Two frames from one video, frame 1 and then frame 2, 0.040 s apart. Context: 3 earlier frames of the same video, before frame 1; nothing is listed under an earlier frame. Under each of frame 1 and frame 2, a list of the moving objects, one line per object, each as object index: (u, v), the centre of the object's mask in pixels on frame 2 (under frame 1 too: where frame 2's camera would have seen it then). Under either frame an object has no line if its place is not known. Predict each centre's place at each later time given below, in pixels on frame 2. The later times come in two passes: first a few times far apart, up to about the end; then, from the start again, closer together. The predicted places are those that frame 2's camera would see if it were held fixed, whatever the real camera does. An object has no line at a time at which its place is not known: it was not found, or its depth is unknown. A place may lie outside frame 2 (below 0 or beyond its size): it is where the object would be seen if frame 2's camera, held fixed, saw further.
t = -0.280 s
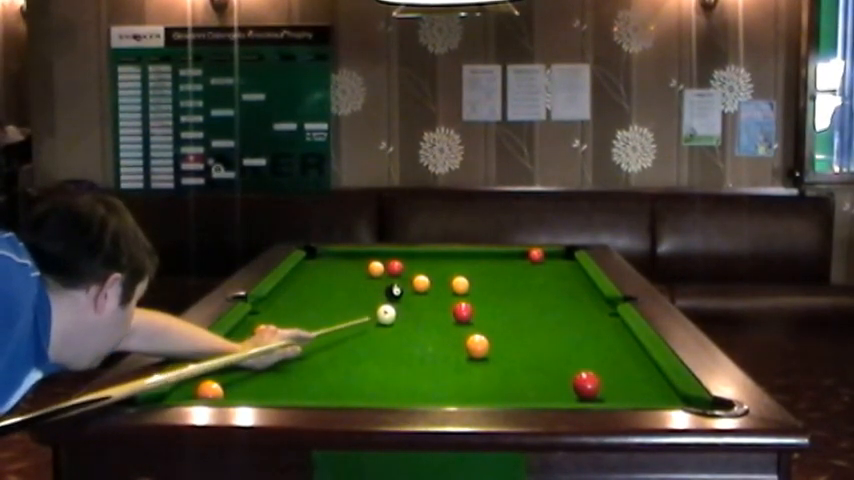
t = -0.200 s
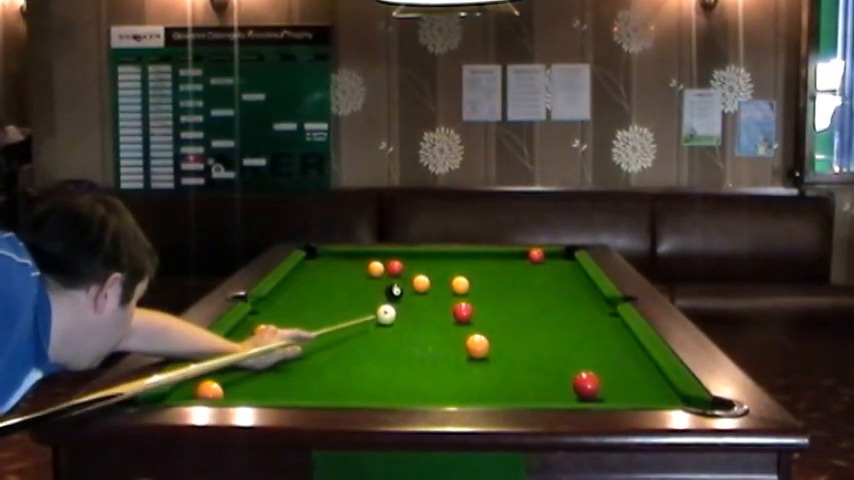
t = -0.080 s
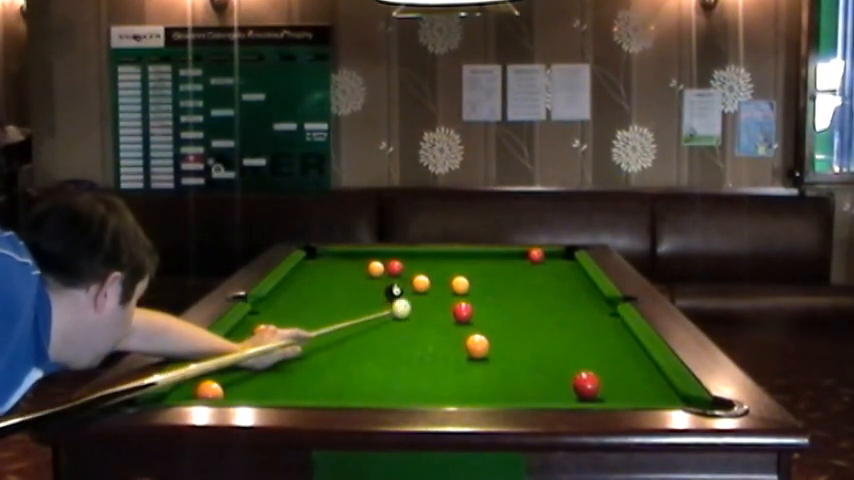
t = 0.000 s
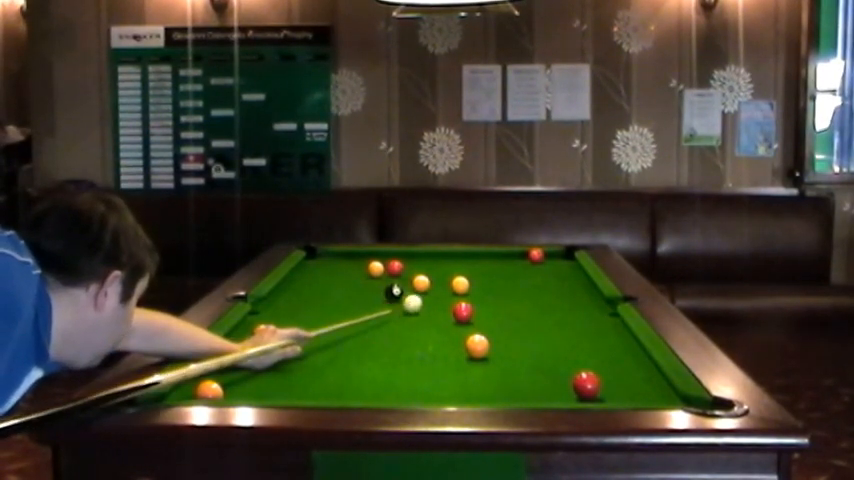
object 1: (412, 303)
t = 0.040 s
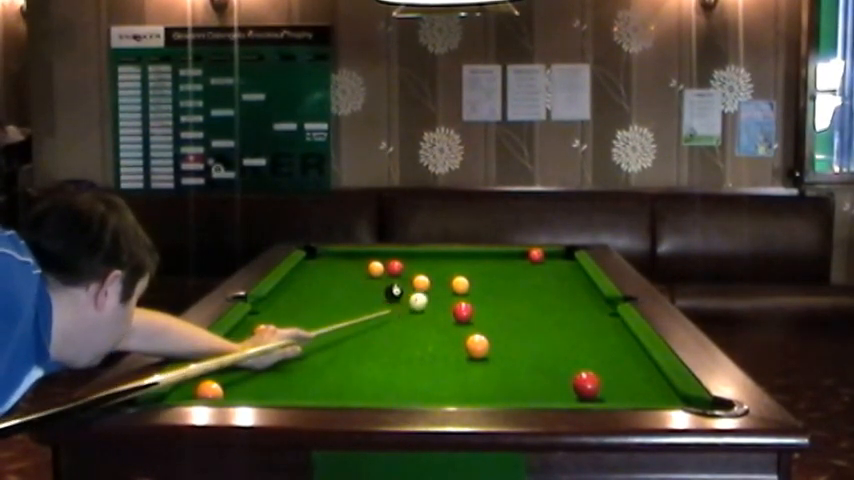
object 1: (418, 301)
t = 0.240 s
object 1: (444, 291)
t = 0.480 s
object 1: (453, 287)
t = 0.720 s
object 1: (455, 286)
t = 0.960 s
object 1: (457, 285)
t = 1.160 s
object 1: (458, 284)
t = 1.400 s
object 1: (460, 283)
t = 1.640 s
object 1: (460, 283)
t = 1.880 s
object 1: (461, 283)
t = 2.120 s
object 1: (461, 283)
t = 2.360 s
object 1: (461, 283)
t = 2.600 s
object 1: (461, 283)
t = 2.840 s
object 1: (461, 283)
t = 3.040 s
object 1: (461, 283)
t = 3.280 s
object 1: (461, 283)
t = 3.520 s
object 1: (461, 283)
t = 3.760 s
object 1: (461, 283)
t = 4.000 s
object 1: (461, 283)
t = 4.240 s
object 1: (461, 283)
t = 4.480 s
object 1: (461, 283)
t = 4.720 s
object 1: (461, 283)
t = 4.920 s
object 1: (461, 283)
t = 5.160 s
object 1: (461, 283)
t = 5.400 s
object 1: (461, 283)
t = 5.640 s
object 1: (461, 283)
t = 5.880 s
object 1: (461, 283)
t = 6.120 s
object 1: (461, 283)
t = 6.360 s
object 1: (461, 284)
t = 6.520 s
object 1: (462, 283)
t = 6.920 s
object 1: (460, 283)
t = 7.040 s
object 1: (460, 284)
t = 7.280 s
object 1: (461, 283)
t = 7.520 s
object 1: (461, 283)
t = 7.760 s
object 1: (461, 282)
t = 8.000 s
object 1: (461, 282)
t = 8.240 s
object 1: (461, 282)
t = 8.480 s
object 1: (461, 282)
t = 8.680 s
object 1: (461, 282)
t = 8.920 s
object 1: (461, 282)
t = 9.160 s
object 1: (461, 283)
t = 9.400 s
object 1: (461, 283)
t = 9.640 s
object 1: (461, 282)
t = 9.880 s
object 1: (461, 283)
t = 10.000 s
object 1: (461, 282)
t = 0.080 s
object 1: (423, 299)
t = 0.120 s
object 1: (429, 297)
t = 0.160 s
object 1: (434, 295)
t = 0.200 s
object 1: (439, 292)
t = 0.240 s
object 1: (444, 291)
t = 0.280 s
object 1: (448, 289)
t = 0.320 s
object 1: (451, 288)
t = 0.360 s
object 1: (452, 288)
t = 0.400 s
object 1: (452, 287)
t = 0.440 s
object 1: (452, 287)
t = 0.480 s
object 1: (453, 287)
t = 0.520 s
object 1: (453, 286)
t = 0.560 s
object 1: (453, 286)
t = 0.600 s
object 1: (454, 286)
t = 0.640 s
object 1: (454, 286)
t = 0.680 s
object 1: (455, 286)
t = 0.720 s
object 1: (455, 286)
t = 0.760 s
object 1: (455, 285)
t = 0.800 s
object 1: (456, 285)
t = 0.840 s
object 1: (456, 285)
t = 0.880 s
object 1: (456, 285)
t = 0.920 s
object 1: (457, 285)
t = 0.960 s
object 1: (457, 285)
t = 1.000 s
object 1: (457, 284)
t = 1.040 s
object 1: (457, 284)
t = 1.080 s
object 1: (458, 284)
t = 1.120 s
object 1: (458, 284)
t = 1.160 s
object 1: (458, 284)
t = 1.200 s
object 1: (459, 284)
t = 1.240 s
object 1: (459, 284)
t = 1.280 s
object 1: (459, 283)
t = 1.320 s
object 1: (459, 283)
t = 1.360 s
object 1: (459, 283)
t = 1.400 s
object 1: (460, 283)
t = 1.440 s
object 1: (460, 283)
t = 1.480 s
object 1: (460, 283)
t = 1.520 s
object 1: (460, 283)
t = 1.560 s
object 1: (460, 283)
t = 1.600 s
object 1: (460, 283)
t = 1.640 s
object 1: (460, 283)
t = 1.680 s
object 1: (460, 283)
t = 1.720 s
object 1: (460, 283)
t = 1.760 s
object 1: (460, 283)
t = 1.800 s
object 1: (460, 283)
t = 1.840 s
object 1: (461, 283)
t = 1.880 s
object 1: (461, 283)
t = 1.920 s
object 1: (461, 283)
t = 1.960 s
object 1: (461, 283)
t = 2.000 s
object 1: (461, 283)
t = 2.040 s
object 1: (461, 283)
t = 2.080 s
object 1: (461, 283)
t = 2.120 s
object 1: (461, 283)
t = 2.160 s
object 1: (461, 283)
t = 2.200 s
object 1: (461, 283)
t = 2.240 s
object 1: (461, 283)
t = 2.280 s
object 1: (461, 283)
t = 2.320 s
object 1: (461, 283)
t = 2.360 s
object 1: (461, 283)
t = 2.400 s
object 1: (461, 283)
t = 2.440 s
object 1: (461, 283)
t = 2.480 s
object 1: (461, 283)
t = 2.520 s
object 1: (461, 283)
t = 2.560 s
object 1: (461, 283)
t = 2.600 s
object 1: (461, 283)
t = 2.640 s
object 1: (461, 283)
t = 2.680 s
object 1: (461, 283)
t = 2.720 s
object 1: (461, 283)
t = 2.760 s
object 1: (461, 283)
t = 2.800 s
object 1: (461, 283)
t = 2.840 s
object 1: (461, 283)
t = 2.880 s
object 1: (461, 283)
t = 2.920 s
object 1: (461, 283)
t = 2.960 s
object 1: (461, 283)
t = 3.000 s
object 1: (461, 283)
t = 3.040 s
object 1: (461, 283)
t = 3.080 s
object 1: (461, 283)
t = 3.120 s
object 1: (461, 283)
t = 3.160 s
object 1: (461, 283)
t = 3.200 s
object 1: (461, 283)
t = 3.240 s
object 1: (461, 283)
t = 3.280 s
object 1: (461, 283)
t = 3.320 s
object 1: (461, 283)
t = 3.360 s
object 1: (461, 283)
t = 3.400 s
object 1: (461, 283)
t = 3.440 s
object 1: (461, 283)
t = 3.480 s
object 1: (461, 283)
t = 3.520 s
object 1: (461, 283)
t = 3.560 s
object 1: (461, 283)
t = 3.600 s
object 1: (461, 283)
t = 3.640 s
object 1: (461, 283)
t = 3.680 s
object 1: (461, 283)
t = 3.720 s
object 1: (461, 283)
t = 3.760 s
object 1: (461, 283)
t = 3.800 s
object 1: (461, 283)
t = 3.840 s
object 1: (461, 283)
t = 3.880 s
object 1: (461, 283)
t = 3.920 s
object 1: (461, 283)
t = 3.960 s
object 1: (461, 283)
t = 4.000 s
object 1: (461, 283)
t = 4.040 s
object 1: (461, 283)
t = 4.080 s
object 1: (461, 283)
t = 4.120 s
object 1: (461, 283)
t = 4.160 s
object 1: (461, 283)
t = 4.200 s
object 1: (461, 283)
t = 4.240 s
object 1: (461, 283)
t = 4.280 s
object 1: (461, 283)
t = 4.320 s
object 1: (461, 283)
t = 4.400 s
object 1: (461, 283)
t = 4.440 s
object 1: (461, 283)
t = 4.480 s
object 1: (461, 283)
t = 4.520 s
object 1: (461, 283)
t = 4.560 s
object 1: (461, 283)
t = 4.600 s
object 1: (461, 283)
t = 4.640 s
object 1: (461, 283)
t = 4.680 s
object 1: (461, 283)
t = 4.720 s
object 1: (461, 283)
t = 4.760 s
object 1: (461, 283)
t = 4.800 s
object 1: (461, 283)
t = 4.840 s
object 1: (461, 283)
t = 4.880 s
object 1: (461, 283)
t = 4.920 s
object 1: (461, 283)
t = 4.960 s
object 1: (461, 283)
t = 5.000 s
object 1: (461, 283)
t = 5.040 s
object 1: (461, 283)
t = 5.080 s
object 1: (461, 283)
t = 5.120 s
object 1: (461, 283)
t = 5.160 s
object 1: (461, 283)
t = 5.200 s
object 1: (461, 283)
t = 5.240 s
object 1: (461, 283)
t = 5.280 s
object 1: (461, 283)
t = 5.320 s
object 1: (461, 283)
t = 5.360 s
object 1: (461, 283)
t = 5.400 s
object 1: (461, 283)
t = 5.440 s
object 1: (461, 283)
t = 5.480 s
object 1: (461, 283)
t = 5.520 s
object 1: (461, 283)
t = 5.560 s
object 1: (461, 283)
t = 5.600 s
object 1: (461, 283)
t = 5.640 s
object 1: (461, 283)
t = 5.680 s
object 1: (461, 283)
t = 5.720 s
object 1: (461, 283)
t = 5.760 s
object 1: (461, 283)
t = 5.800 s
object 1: (461, 283)
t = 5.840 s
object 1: (461, 283)
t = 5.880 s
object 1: (461, 283)
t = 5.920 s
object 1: (461, 283)
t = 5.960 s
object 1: (461, 283)
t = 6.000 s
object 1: (461, 283)
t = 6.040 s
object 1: (461, 283)
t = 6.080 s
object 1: (461, 283)
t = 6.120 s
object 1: (461, 283)
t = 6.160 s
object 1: (461, 283)
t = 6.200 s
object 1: (461, 283)
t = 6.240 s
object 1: (460, 283)
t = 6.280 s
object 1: (461, 283)
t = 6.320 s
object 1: (460, 283)
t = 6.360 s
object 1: (461, 284)
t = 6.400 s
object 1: (460, 283)
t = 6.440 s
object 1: (460, 284)
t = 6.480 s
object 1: (460, 283)
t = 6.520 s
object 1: (462, 283)
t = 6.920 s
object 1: (460, 283)
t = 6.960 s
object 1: (460, 283)
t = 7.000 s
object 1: (460, 284)
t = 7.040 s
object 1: (460, 284)
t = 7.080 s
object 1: (461, 283)
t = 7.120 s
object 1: (460, 283)
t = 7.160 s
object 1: (460, 283)
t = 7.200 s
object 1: (461, 283)
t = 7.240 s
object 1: (461, 283)
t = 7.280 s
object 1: (461, 283)
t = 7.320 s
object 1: (461, 283)
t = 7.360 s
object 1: (461, 283)
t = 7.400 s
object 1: (461, 283)
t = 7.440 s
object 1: (461, 283)
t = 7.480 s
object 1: (461, 283)
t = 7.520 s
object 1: (461, 283)
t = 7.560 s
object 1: (461, 283)
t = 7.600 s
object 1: (461, 283)
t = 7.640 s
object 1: (461, 283)
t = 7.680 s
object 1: (461, 283)
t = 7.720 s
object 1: (461, 283)
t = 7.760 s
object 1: (461, 282)
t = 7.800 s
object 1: (461, 282)
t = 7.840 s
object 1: (461, 282)
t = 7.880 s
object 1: (461, 282)
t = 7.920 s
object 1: (461, 282)
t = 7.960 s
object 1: (461, 282)
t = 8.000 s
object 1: (461, 282)
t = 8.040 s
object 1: (461, 282)
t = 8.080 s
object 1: (461, 282)
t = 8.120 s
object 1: (461, 282)
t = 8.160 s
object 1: (461, 282)
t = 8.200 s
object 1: (461, 282)
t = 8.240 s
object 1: (461, 282)
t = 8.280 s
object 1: (461, 283)
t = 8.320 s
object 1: (461, 282)
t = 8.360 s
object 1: (461, 282)
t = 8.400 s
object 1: (461, 282)
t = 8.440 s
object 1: (461, 282)
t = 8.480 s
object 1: (461, 282)
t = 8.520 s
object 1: (461, 282)
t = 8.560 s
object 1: (461, 282)
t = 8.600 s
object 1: (461, 282)
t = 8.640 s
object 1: (461, 282)
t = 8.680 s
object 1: (461, 282)
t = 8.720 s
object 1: (461, 282)
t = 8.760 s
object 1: (461, 282)
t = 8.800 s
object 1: (461, 282)
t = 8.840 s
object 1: (461, 283)
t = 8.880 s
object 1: (461, 282)
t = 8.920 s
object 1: (461, 282)
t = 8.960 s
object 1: (461, 282)
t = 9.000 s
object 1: (461, 283)
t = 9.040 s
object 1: (461, 282)
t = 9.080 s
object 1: (461, 283)
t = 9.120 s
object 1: (461, 283)
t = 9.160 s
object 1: (461, 283)
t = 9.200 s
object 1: (461, 283)
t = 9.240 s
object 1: (461, 282)
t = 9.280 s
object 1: (461, 283)
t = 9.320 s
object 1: (461, 283)
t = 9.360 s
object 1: (461, 282)
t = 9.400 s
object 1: (461, 283)
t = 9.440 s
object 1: (461, 282)
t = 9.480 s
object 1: (461, 283)
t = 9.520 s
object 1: (461, 282)
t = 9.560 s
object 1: (461, 282)
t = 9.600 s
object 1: (461, 282)
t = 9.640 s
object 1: (461, 282)
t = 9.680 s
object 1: (461, 282)
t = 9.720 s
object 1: (461, 283)
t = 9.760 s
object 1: (461, 283)
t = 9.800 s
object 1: (461, 283)
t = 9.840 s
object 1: (461, 283)
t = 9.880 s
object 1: (461, 283)
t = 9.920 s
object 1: (461, 283)
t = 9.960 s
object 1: (461, 283)
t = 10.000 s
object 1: (461, 282)
